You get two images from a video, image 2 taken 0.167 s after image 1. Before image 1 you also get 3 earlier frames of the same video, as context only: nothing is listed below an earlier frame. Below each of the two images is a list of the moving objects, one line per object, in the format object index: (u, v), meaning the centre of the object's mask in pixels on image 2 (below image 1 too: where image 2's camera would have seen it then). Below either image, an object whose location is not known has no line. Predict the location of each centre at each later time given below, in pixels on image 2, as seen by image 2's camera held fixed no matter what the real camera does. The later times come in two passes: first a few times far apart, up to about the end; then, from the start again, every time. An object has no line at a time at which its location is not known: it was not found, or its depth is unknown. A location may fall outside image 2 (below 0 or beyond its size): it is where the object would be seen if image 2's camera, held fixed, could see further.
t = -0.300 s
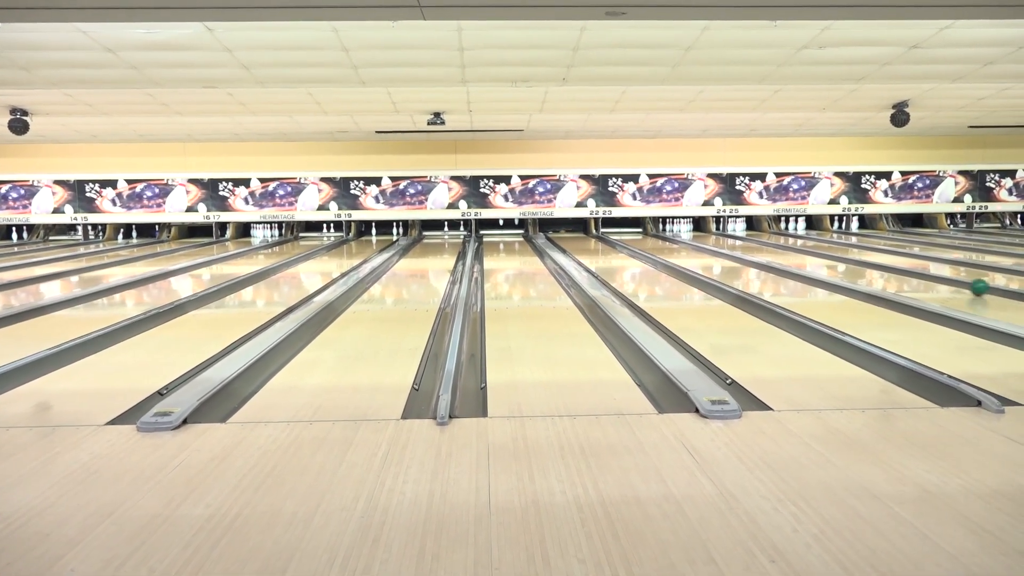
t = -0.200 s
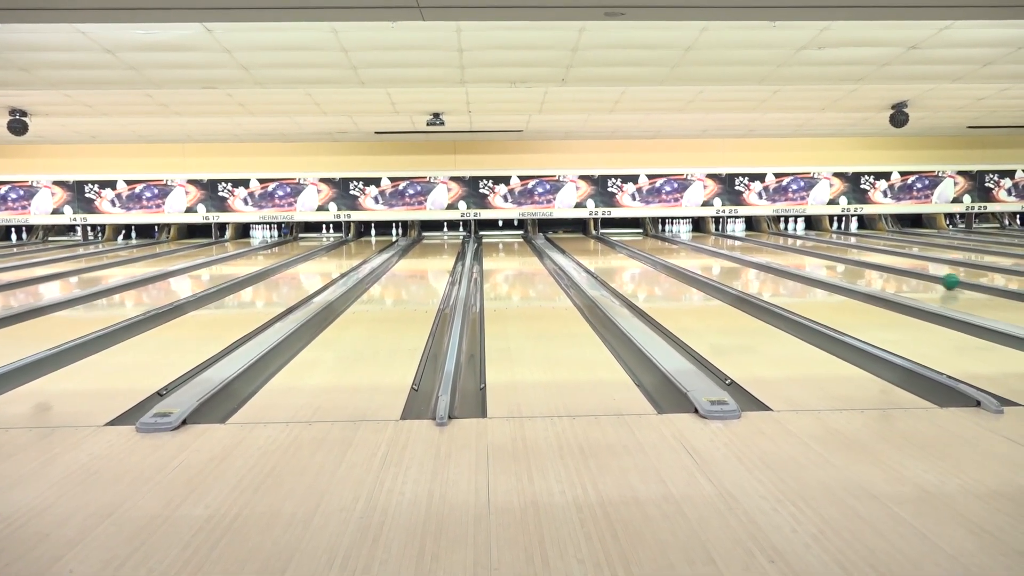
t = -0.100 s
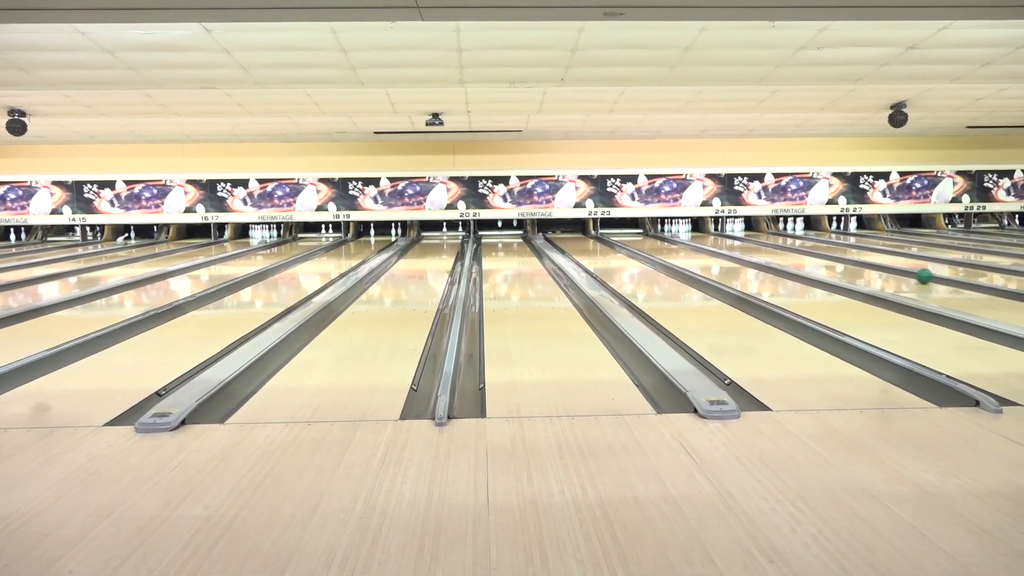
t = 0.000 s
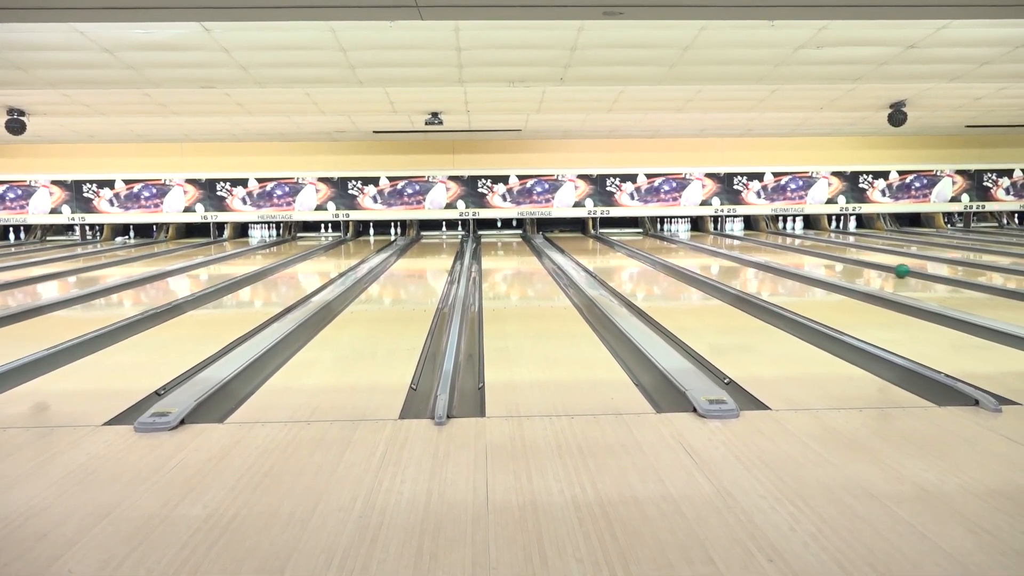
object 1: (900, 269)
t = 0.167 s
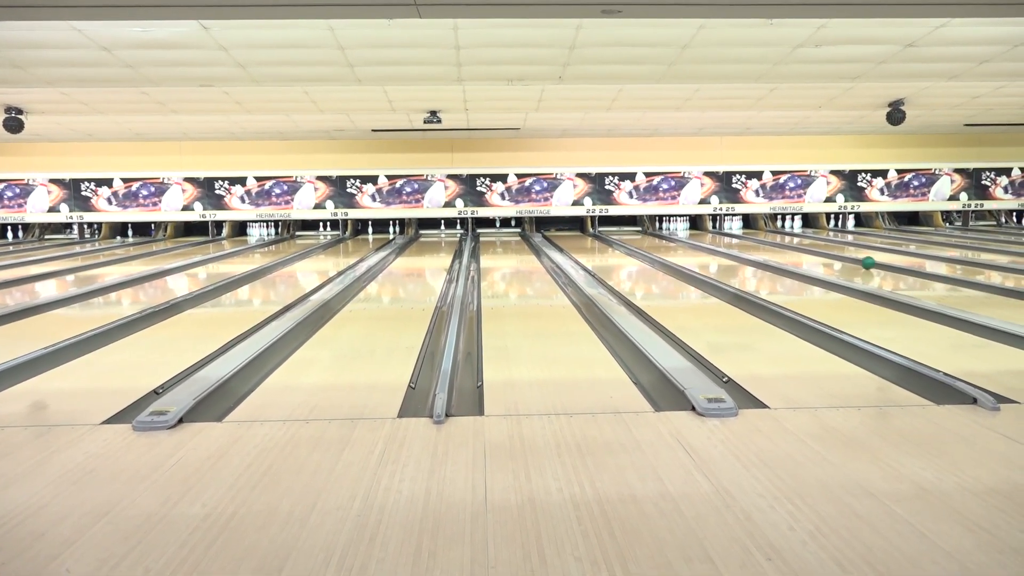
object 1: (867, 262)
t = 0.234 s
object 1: (856, 260)
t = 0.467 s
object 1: (821, 253)
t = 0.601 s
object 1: (803, 250)
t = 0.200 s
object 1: (862, 261)
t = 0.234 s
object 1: (856, 260)
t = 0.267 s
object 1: (851, 258)
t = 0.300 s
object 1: (845, 257)
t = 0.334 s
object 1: (840, 257)
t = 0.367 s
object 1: (835, 256)
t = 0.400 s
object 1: (831, 255)
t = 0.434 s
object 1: (825, 254)
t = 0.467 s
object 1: (821, 253)
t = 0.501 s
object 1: (816, 252)
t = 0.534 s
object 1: (812, 252)
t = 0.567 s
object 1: (808, 250)
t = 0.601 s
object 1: (803, 250)
